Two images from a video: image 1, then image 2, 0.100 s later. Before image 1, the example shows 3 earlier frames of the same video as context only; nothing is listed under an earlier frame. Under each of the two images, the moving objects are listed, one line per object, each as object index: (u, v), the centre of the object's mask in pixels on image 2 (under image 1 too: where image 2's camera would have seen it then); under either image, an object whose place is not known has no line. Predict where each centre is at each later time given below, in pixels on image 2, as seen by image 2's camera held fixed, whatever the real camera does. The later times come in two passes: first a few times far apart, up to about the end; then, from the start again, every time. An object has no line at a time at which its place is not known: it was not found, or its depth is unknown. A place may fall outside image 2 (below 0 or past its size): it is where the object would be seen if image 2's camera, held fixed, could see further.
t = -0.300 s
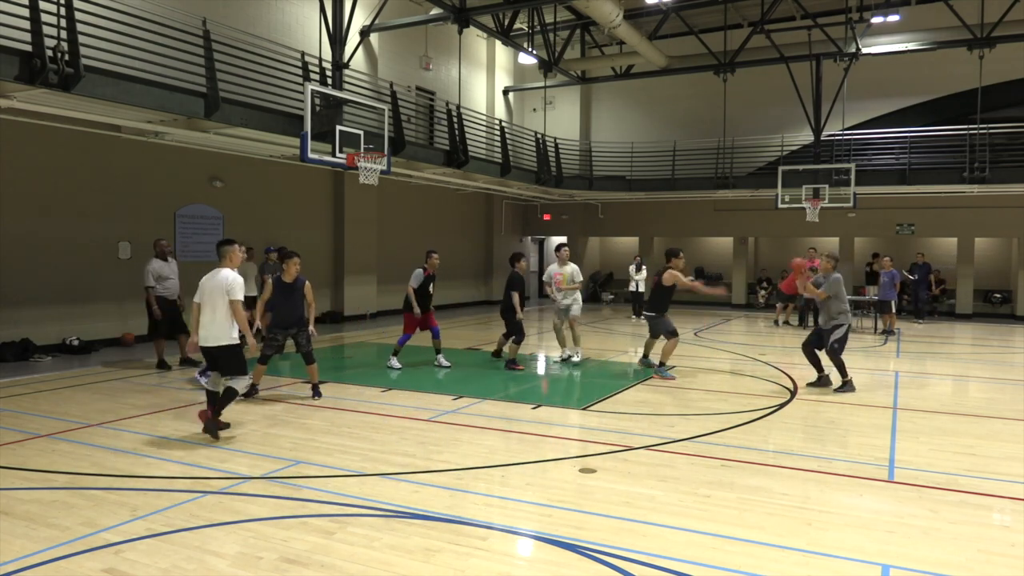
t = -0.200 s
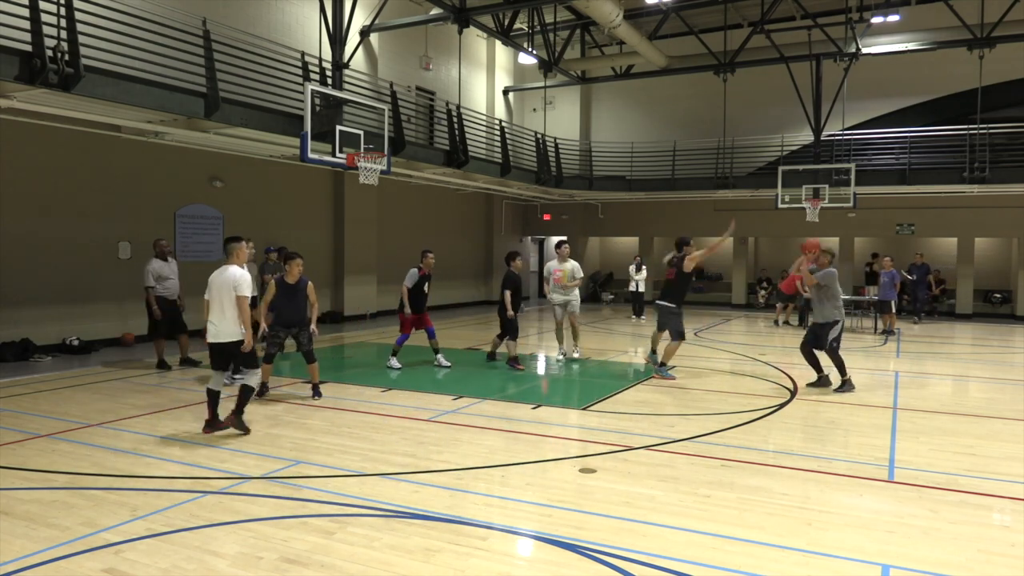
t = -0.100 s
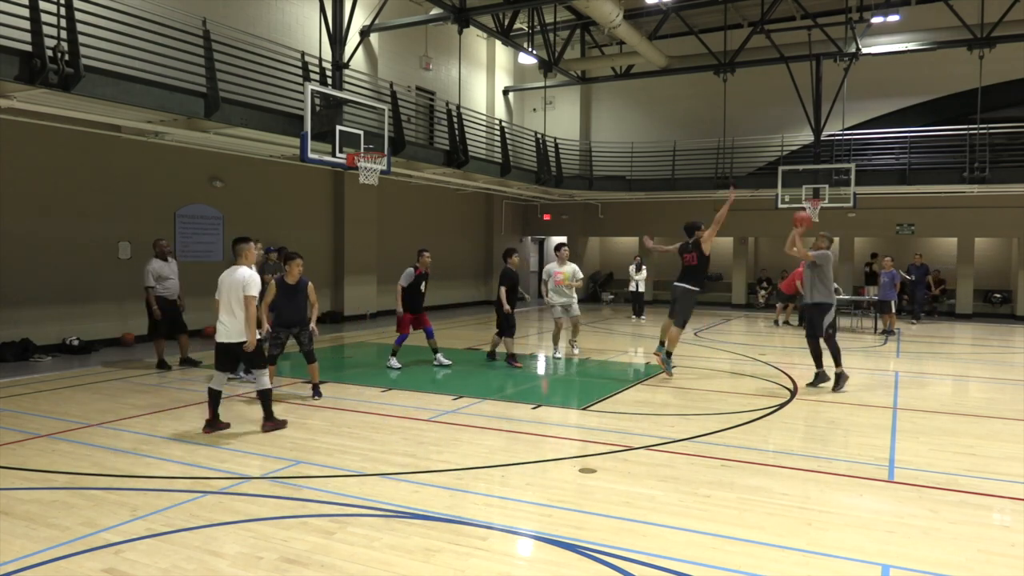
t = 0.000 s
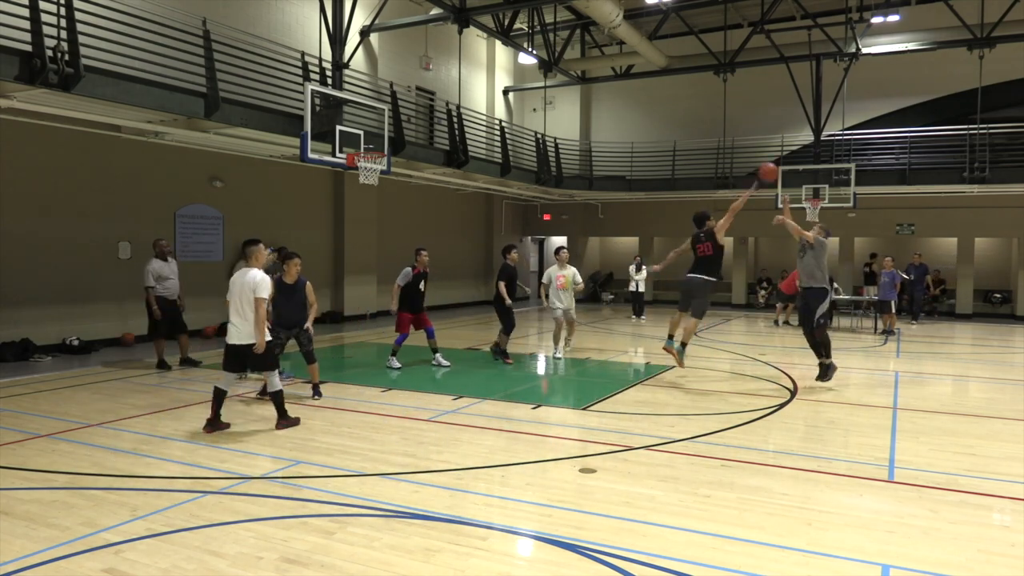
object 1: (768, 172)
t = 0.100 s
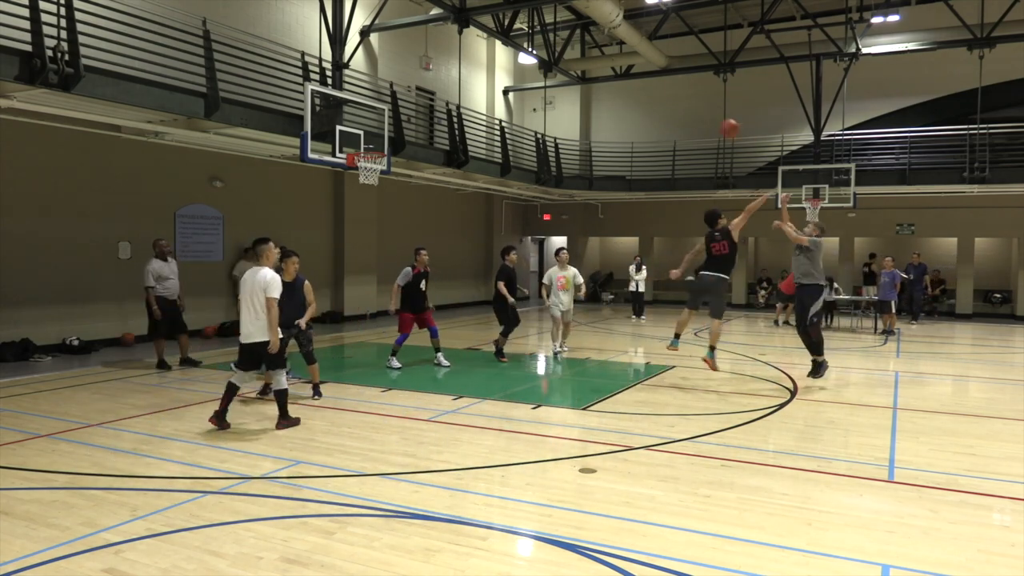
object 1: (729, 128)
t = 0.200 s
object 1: (691, 94)
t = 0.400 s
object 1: (618, 52)
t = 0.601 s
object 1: (551, 41)
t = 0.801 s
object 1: (487, 57)
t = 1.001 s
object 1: (429, 100)
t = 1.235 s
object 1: (389, 135)
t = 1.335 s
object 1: (390, 124)
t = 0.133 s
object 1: (716, 116)
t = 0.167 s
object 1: (704, 105)
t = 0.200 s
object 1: (691, 94)
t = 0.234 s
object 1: (679, 85)
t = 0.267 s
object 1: (666, 76)
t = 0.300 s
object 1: (655, 69)
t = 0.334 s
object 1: (642, 63)
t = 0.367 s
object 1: (630, 57)
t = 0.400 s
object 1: (618, 52)
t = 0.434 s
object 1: (607, 47)
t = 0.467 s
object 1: (595, 44)
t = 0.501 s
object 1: (584, 42)
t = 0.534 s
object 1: (572, 41)
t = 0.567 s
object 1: (561, 41)
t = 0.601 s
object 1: (551, 41)
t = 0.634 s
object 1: (540, 41)
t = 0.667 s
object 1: (529, 43)
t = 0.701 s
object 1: (518, 45)
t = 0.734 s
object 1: (508, 49)
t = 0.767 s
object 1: (497, 53)
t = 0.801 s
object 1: (487, 57)
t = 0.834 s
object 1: (477, 63)
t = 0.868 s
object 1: (468, 69)
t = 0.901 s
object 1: (458, 76)
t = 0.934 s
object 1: (448, 84)
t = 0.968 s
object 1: (439, 91)
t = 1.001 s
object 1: (429, 100)
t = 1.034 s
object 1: (420, 109)
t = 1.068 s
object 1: (410, 119)
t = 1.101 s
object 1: (402, 129)
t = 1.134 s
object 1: (393, 141)
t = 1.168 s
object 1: (388, 147)
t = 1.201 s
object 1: (389, 141)
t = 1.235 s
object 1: (389, 135)
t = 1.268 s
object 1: (389, 131)
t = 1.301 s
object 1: (390, 127)
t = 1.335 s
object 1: (390, 124)
